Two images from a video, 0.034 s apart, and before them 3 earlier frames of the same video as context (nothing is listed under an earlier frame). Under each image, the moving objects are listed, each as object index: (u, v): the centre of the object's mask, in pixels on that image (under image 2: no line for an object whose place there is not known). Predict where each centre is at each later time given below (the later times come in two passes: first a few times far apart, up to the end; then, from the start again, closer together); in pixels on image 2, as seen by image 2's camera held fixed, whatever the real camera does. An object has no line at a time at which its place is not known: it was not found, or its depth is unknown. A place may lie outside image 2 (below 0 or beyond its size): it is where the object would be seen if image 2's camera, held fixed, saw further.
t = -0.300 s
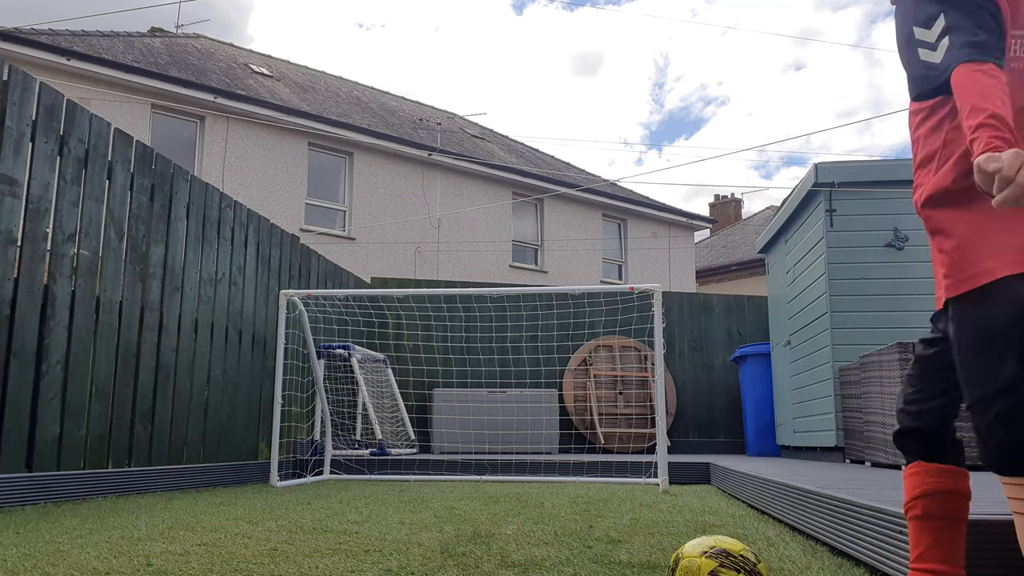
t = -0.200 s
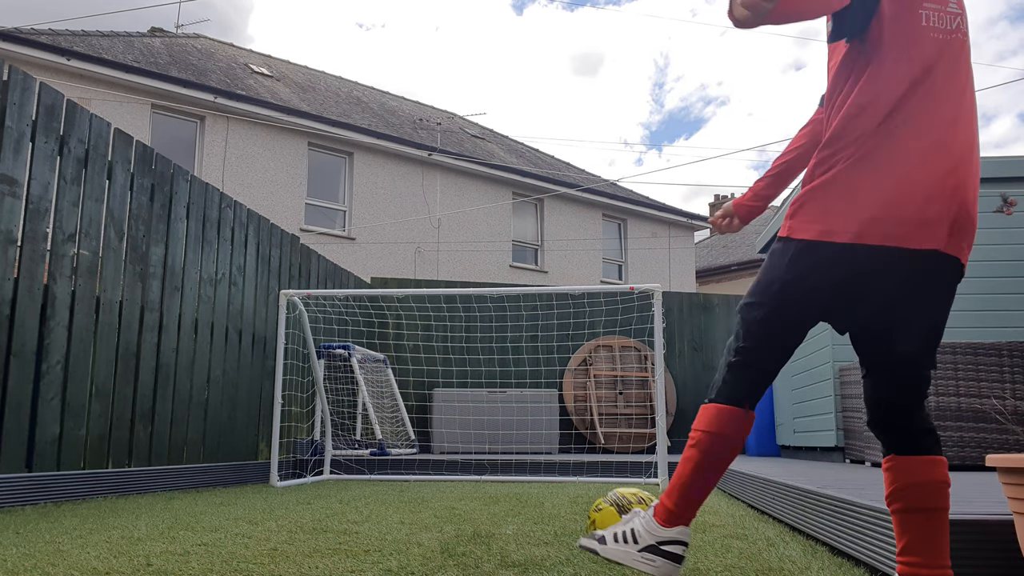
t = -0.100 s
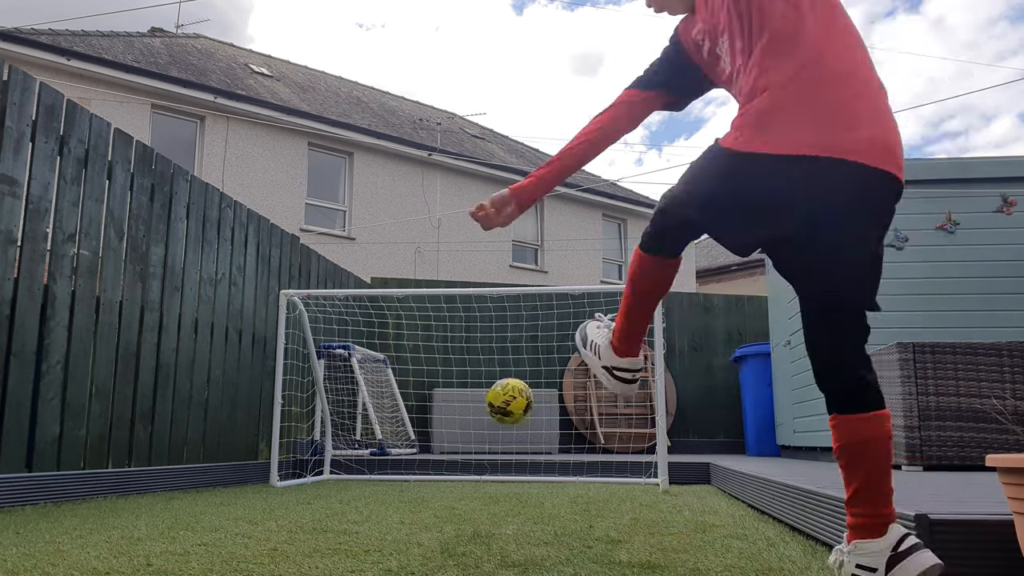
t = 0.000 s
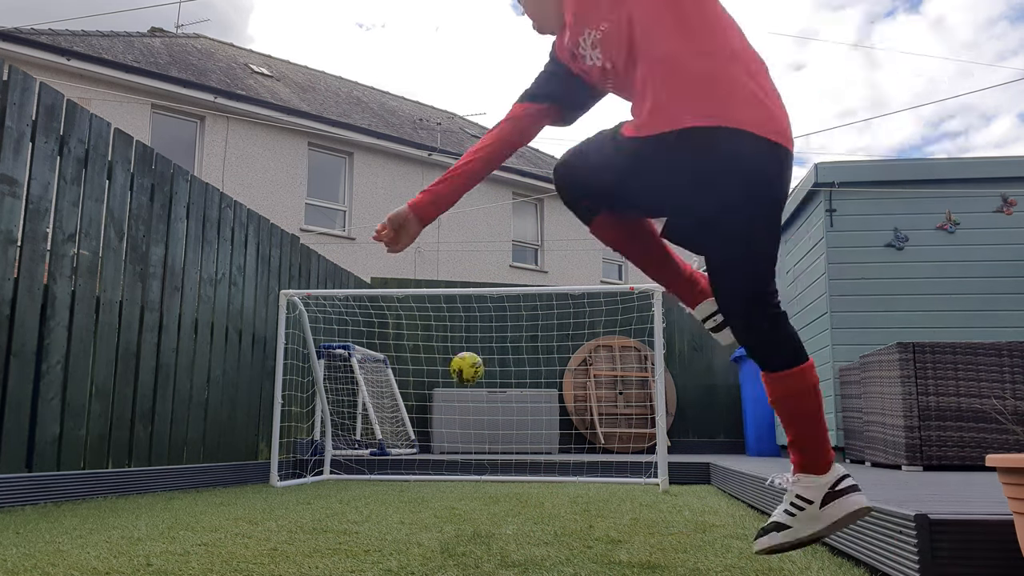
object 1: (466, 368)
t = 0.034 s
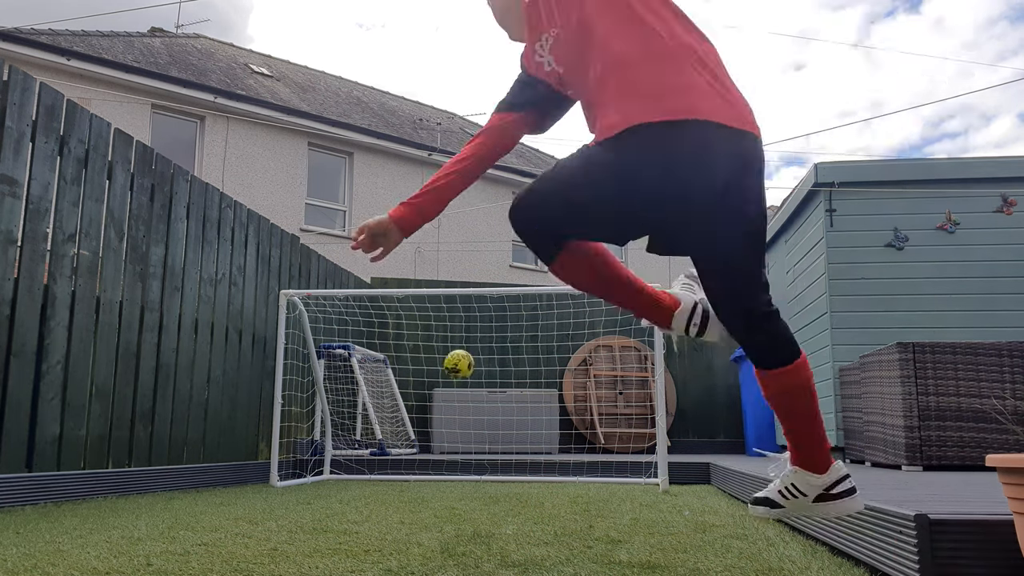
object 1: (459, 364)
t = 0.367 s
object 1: (400, 458)
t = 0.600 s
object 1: (373, 358)
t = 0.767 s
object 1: (349, 328)
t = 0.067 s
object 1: (452, 364)
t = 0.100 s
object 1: (448, 365)
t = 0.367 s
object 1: (400, 458)
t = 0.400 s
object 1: (397, 441)
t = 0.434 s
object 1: (394, 424)
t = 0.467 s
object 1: (390, 407)
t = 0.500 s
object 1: (386, 393)
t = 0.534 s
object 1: (382, 379)
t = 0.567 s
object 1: (377, 368)
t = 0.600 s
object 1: (373, 358)
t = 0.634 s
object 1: (369, 350)
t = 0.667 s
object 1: (364, 342)
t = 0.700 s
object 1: (359, 336)
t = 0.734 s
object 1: (354, 331)
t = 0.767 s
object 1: (349, 328)
